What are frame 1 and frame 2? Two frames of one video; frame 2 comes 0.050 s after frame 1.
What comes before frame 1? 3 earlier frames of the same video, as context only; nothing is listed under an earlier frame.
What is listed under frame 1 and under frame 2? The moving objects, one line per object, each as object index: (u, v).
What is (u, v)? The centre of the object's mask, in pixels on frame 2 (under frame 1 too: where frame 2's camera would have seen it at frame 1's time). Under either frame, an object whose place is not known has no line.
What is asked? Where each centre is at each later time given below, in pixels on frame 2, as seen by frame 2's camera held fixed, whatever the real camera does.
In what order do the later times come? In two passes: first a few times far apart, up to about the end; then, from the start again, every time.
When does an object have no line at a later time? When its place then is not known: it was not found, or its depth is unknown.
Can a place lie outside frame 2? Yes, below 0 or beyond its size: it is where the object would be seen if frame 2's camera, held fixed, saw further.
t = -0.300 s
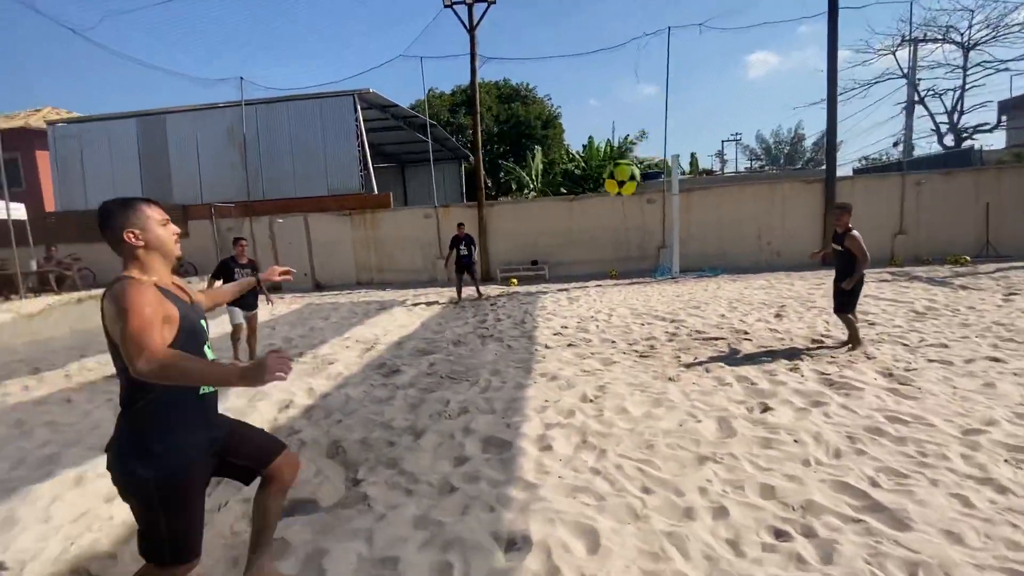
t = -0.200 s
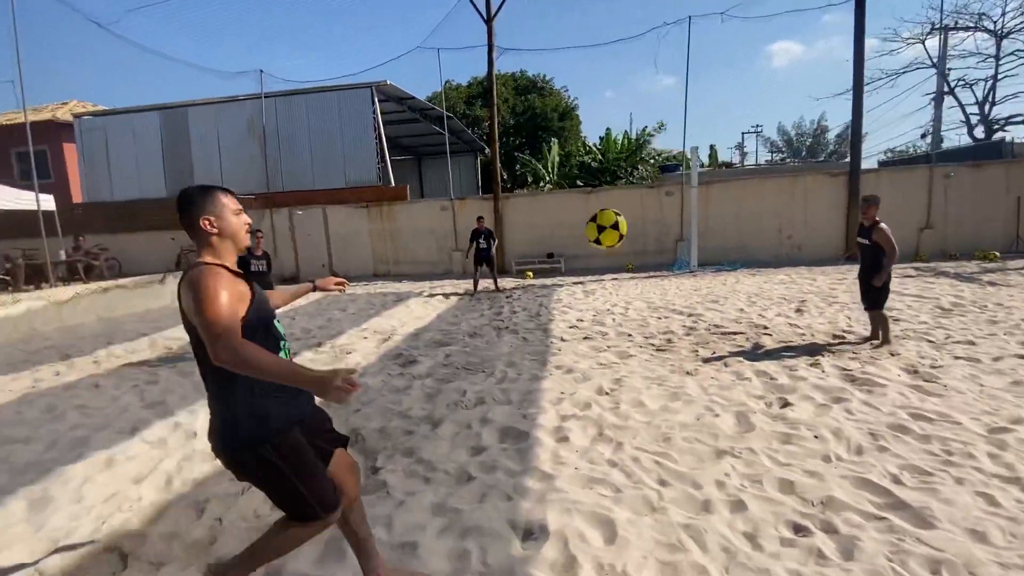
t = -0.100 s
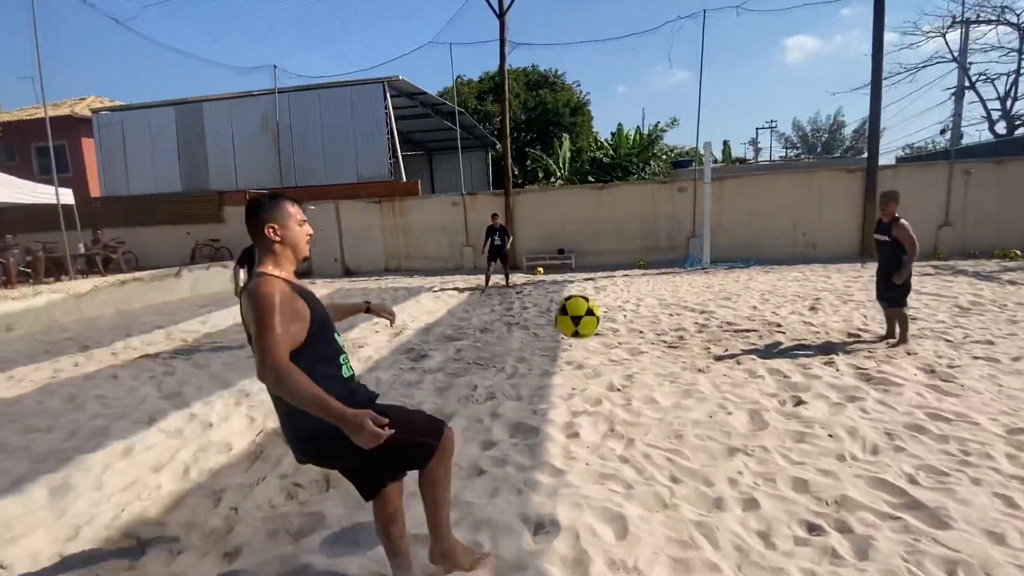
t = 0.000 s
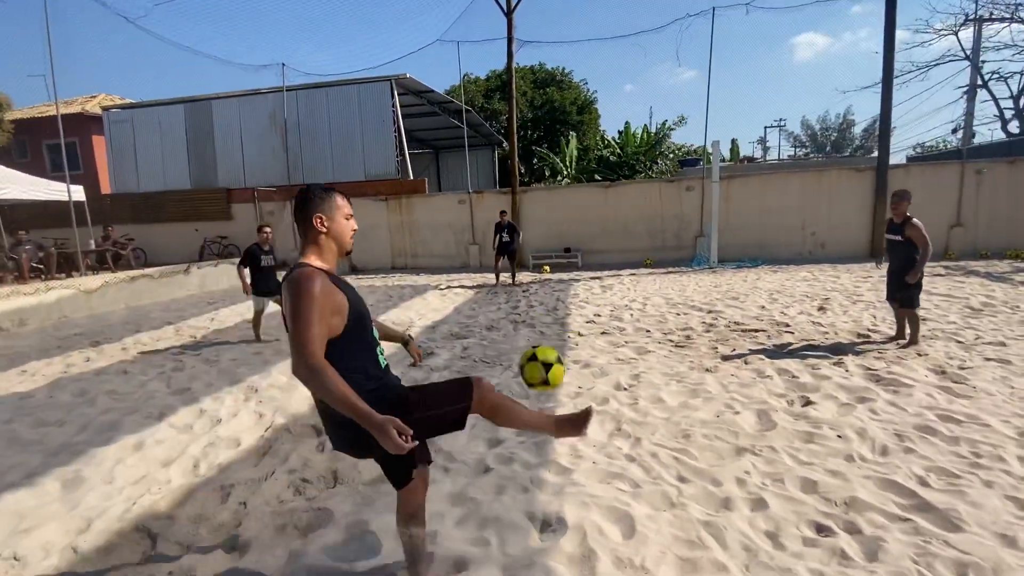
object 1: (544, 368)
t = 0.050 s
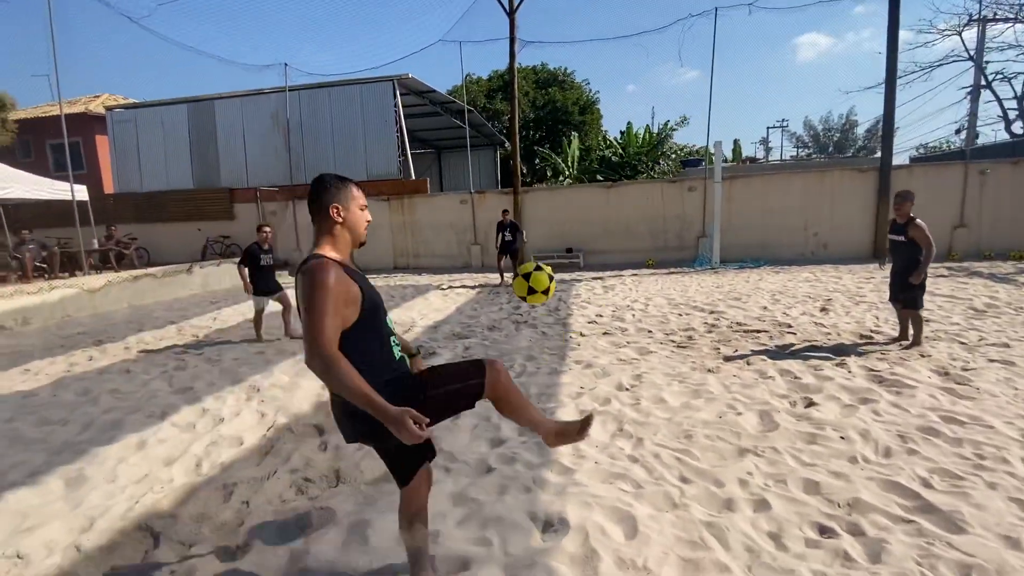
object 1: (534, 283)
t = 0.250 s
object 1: (508, 88)
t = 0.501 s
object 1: (490, 22)
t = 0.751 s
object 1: (481, 41)
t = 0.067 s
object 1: (531, 259)
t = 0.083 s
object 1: (528, 237)
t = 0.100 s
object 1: (526, 216)
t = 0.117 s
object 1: (524, 197)
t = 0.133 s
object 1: (521, 179)
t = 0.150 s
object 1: (519, 163)
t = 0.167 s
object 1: (517, 148)
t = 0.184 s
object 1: (515, 133)
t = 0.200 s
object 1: (513, 121)
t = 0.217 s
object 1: (511, 109)
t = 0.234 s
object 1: (510, 98)
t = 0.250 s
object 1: (508, 88)
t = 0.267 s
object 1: (506, 79)
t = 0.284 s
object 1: (504, 71)
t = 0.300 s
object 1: (503, 64)
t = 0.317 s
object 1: (502, 58)
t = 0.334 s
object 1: (500, 52)
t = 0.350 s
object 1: (499, 46)
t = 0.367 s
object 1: (498, 42)
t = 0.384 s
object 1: (497, 38)
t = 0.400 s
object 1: (496, 34)
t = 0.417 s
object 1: (495, 31)
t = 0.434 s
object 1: (494, 29)
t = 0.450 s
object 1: (493, 26)
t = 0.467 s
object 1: (492, 25)
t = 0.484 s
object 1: (491, 23)
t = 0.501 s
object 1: (490, 22)
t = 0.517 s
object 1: (489, 22)
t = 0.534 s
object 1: (488, 22)
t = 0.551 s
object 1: (488, 22)
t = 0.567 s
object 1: (487, 22)
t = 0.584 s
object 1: (486, 23)
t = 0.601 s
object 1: (486, 24)
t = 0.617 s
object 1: (485, 25)
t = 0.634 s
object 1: (485, 26)
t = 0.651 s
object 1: (484, 28)
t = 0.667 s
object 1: (484, 29)
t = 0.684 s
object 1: (483, 31)
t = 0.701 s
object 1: (482, 34)
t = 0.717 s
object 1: (482, 35)
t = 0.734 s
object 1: (481, 39)
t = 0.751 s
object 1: (481, 41)
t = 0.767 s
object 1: (480, 44)
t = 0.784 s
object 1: (480, 47)
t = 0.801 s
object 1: (480, 51)
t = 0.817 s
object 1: (480, 54)
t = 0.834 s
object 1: (479, 58)
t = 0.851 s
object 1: (479, 61)
